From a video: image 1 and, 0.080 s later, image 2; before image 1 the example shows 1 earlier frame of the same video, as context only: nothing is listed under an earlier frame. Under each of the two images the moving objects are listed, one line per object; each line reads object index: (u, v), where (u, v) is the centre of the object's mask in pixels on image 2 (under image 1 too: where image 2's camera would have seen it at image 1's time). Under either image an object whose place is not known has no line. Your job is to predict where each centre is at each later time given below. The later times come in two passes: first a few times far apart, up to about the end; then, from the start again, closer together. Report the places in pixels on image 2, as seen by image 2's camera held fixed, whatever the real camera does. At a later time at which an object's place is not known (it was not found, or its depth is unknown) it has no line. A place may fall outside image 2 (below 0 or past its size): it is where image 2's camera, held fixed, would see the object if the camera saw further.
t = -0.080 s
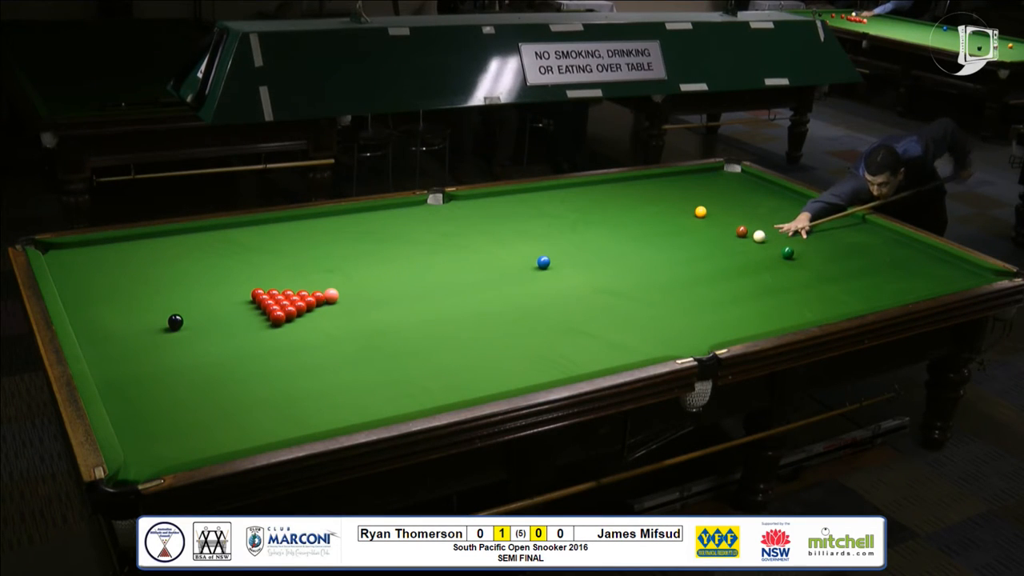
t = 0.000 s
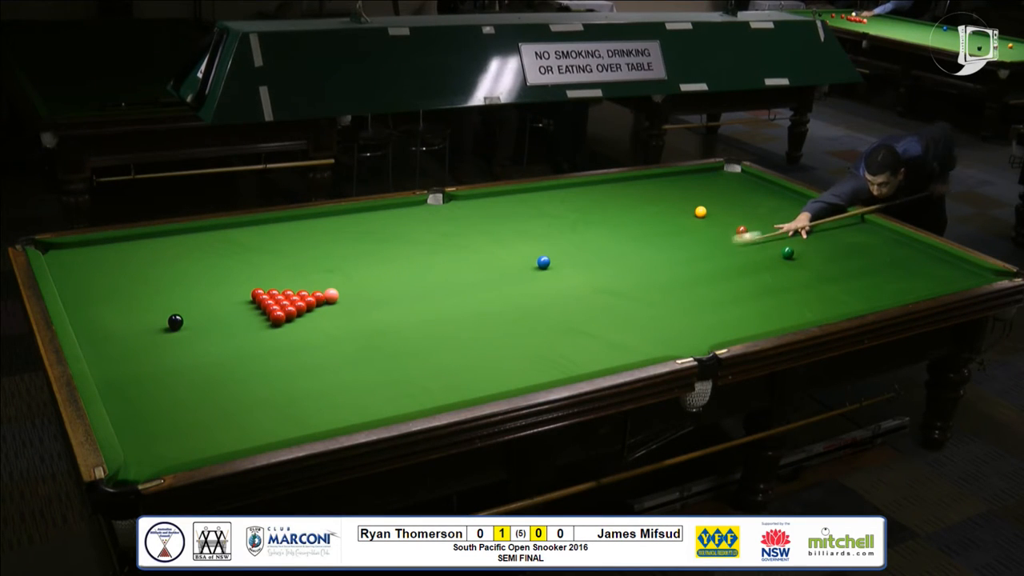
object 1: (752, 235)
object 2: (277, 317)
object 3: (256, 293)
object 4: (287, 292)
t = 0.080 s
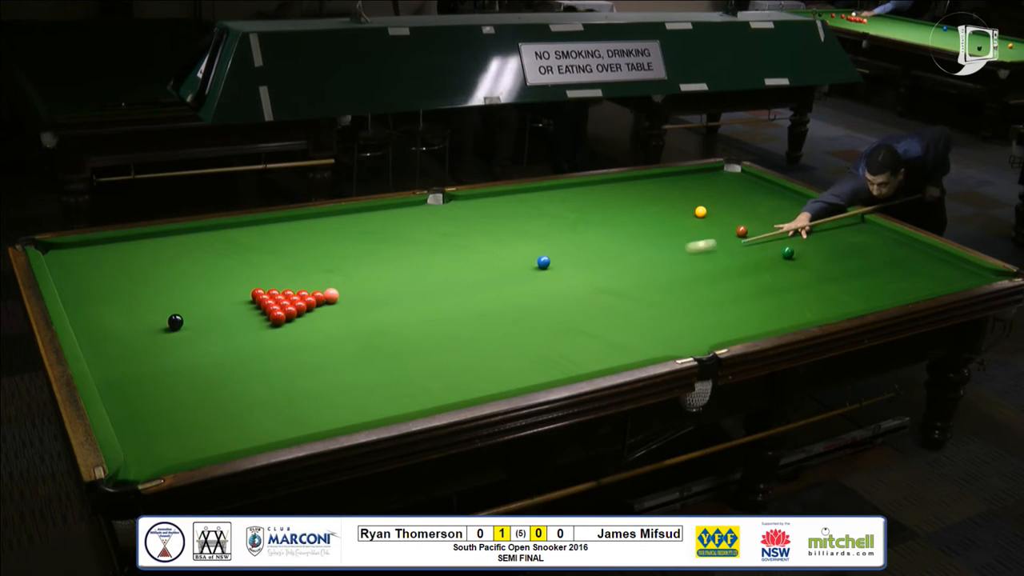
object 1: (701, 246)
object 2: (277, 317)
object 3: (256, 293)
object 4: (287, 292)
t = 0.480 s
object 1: (480, 286)
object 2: (277, 317)
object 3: (256, 293)
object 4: (287, 293)
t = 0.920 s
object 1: (260, 339)
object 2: (263, 319)
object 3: (253, 290)
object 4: (288, 292)
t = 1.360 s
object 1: (168, 423)
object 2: (213, 331)
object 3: (239, 273)
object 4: (293, 287)
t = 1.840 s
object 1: (325, 392)
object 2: (163, 342)
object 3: (225, 257)
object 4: (295, 281)
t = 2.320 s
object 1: (411, 325)
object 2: (116, 354)
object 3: (213, 244)
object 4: (296, 276)
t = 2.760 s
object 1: (471, 279)
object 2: (101, 358)
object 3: (205, 234)
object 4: (295, 274)
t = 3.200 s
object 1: (518, 243)
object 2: (123, 354)
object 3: (203, 231)
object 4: (295, 274)
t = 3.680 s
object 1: (559, 213)
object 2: (139, 351)
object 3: (208, 235)
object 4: (295, 274)
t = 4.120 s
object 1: (589, 191)
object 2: (148, 349)
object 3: (210, 238)
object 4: (295, 274)
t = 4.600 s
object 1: (631, 182)
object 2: (151, 348)
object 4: (295, 274)
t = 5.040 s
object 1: (676, 184)
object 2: (151, 348)
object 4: (295, 274)
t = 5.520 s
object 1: (719, 186)
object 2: (151, 348)
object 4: (295, 274)
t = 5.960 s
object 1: (754, 188)
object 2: (151, 348)
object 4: (295, 274)
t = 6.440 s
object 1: (787, 189)
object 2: (151, 348)
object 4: (295, 274)
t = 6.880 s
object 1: (784, 193)
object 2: (151, 348)
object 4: (295, 274)
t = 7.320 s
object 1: (780, 196)
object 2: (151, 348)
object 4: (295, 274)
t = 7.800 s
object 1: (777, 199)
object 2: (151, 348)
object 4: (295, 274)
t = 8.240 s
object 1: (775, 201)
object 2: (151, 348)
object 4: (295, 274)
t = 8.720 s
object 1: (774, 202)
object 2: (151, 348)
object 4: (295, 274)
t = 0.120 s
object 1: (678, 250)
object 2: (277, 317)
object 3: (256, 293)
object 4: (287, 293)
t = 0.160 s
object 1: (655, 254)
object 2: (277, 317)
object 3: (256, 293)
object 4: (287, 293)
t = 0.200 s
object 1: (633, 258)
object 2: (277, 317)
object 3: (256, 293)
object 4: (287, 292)
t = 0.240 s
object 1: (610, 262)
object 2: (277, 317)
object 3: (256, 293)
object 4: (287, 293)
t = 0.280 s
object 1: (587, 266)
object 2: (277, 317)
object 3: (256, 293)
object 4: (287, 293)
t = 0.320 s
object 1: (565, 270)
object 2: (277, 317)
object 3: (256, 293)
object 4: (287, 293)
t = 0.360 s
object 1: (543, 274)
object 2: (277, 317)
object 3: (256, 293)
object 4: (287, 293)
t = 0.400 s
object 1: (521, 278)
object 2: (277, 317)
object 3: (256, 293)
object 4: (287, 293)
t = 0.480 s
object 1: (480, 286)
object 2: (277, 317)
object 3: (256, 293)
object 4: (287, 293)
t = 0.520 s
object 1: (460, 289)
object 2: (277, 317)
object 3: (256, 293)
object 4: (287, 293)
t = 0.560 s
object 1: (439, 293)
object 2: (277, 317)
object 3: (256, 293)
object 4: (287, 292)
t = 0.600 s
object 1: (418, 297)
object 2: (277, 317)
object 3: (256, 293)
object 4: (287, 292)
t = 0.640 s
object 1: (397, 301)
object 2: (277, 317)
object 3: (256, 293)
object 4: (287, 293)
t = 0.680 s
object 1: (374, 306)
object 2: (277, 317)
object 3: (256, 293)
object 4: (287, 293)
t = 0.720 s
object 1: (352, 310)
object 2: (277, 317)
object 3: (256, 293)
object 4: (287, 293)
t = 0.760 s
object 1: (331, 314)
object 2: (277, 317)
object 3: (256, 293)
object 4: (287, 293)
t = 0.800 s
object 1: (308, 319)
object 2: (277, 317)
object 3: (256, 293)
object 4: (287, 292)
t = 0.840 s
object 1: (287, 324)
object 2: (274, 316)
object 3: (256, 293)
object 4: (288, 292)
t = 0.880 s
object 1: (274, 331)
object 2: (268, 317)
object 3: (255, 291)
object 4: (288, 292)
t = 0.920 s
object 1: (260, 339)
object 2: (263, 319)
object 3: (253, 290)
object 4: (288, 292)
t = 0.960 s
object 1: (245, 347)
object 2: (259, 320)
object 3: (252, 289)
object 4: (289, 291)
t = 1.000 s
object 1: (229, 355)
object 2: (254, 322)
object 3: (251, 287)
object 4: (289, 291)
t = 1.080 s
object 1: (196, 372)
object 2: (245, 324)
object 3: (248, 284)
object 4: (290, 290)
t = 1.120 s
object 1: (177, 381)
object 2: (240, 325)
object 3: (247, 282)
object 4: (291, 289)
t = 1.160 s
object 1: (160, 389)
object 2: (236, 326)
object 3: (245, 280)
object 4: (291, 289)
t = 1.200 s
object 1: (142, 398)
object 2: (231, 327)
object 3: (244, 279)
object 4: (292, 288)
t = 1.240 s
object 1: (123, 408)
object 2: (227, 328)
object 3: (242, 277)
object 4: (292, 288)
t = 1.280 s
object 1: (125, 415)
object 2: (222, 329)
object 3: (241, 276)
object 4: (292, 287)
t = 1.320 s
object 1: (147, 419)
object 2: (218, 330)
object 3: (240, 274)
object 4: (293, 287)
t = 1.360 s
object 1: (168, 423)
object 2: (213, 331)
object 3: (239, 273)
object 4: (293, 287)
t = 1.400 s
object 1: (186, 427)
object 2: (209, 332)
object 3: (237, 271)
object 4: (293, 286)
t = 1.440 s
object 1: (205, 430)
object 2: (205, 333)
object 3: (236, 270)
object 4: (294, 286)
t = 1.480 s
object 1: (222, 436)
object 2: (200, 334)
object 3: (235, 268)
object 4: (294, 285)
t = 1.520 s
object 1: (240, 438)
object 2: (196, 335)
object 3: (234, 267)
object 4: (294, 284)
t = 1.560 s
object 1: (259, 438)
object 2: (192, 336)
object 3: (232, 265)
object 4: (294, 284)
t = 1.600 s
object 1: (271, 432)
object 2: (188, 337)
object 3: (231, 264)
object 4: (295, 283)
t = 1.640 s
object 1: (280, 427)
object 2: (184, 338)
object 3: (230, 263)
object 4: (295, 283)
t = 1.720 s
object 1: (298, 414)
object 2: (175, 340)
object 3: (228, 260)
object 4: (295, 282)
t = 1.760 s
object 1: (308, 405)
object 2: (171, 341)
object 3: (227, 259)
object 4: (295, 282)
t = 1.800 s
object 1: (317, 398)
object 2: (167, 342)
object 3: (226, 258)
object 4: (295, 281)
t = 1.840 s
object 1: (325, 392)
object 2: (163, 342)
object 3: (225, 257)
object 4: (295, 281)
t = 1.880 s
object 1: (334, 385)
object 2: (159, 344)
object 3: (224, 256)
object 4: (295, 280)
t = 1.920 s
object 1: (342, 380)
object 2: (155, 344)
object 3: (223, 254)
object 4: (296, 280)
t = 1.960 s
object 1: (349, 373)
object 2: (151, 345)
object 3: (222, 253)
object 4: (295, 280)
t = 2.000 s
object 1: (357, 368)
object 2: (147, 346)
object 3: (220, 252)
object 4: (296, 279)
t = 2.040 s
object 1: (365, 362)
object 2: (143, 347)
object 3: (220, 251)
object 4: (296, 279)
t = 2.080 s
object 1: (372, 356)
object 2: (139, 348)
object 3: (219, 250)
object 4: (296, 279)
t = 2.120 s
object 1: (378, 351)
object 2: (135, 349)
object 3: (218, 249)
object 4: (296, 278)
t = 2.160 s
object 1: (386, 345)
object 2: (131, 350)
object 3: (217, 248)
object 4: (295, 278)
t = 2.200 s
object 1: (393, 340)
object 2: (128, 351)
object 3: (216, 246)
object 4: (296, 276)
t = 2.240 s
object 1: (399, 336)
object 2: (124, 352)
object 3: (215, 246)
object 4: (296, 276)
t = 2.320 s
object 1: (411, 325)
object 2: (116, 354)
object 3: (213, 244)
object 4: (296, 276)
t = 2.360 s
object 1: (418, 321)
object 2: (113, 354)
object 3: (212, 243)
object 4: (296, 275)
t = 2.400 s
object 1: (423, 316)
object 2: (109, 355)
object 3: (212, 242)
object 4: (295, 275)
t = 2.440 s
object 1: (429, 311)
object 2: (106, 356)
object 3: (211, 241)
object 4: (296, 275)
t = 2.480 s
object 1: (435, 307)
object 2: (102, 357)
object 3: (210, 240)
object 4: (296, 275)
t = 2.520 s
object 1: (441, 303)
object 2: (99, 358)
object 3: (209, 239)
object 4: (296, 275)
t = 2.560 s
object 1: (446, 299)
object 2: (95, 359)
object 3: (209, 238)
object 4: (296, 275)
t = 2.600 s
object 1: (451, 295)
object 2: (93, 359)
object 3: (208, 237)
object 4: (295, 274)
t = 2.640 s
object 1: (456, 290)
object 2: (95, 359)
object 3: (207, 236)
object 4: (295, 274)
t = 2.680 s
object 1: (461, 287)
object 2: (97, 359)
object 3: (206, 235)
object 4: (295, 274)
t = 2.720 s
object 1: (466, 283)
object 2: (99, 358)
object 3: (206, 234)
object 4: (295, 274)
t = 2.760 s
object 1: (471, 279)
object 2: (101, 358)
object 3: (205, 234)
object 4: (295, 274)
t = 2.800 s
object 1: (476, 276)
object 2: (104, 357)
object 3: (205, 233)
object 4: (295, 274)
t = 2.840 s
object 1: (481, 272)
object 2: (106, 357)
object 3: (204, 232)
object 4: (295, 274)
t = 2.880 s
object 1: (485, 268)
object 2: (108, 357)
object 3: (203, 231)
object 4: (295, 274)
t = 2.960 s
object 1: (494, 262)
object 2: (112, 356)
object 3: (202, 230)
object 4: (295, 274)
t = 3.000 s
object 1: (498, 258)
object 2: (114, 356)
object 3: (202, 229)
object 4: (295, 274)
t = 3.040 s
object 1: (502, 255)
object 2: (116, 355)
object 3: (202, 230)
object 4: (295, 274)
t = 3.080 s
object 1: (506, 252)
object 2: (118, 355)
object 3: (202, 230)
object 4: (295, 274)
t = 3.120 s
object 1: (510, 249)
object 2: (119, 355)
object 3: (203, 230)
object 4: (295, 274)
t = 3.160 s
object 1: (514, 246)
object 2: (121, 354)
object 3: (203, 231)
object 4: (295, 274)
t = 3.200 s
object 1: (518, 243)
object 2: (123, 354)
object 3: (203, 231)
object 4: (295, 274)
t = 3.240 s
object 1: (522, 240)
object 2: (125, 354)
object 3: (204, 232)
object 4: (295, 274)
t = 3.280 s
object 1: (526, 238)
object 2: (126, 353)
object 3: (204, 232)
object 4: (295, 274)
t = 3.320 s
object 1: (530, 235)
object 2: (128, 353)
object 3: (204, 232)
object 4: (295, 274)
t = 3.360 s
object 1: (533, 232)
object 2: (129, 353)
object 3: (205, 233)
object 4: (295, 274)
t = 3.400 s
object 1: (536, 230)
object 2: (131, 353)
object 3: (205, 233)
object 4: (295, 274)
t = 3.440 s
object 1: (540, 227)
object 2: (132, 353)
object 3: (206, 233)
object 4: (295, 274)
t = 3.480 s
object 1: (543, 225)
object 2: (133, 352)
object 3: (206, 234)
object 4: (295, 274)
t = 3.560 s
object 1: (550, 220)
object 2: (136, 352)
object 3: (207, 234)
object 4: (295, 274)
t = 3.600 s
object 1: (553, 218)
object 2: (137, 352)
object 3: (207, 235)
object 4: (295, 274)
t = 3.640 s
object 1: (556, 215)
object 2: (138, 351)
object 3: (207, 235)
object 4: (295, 274)
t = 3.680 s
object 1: (559, 213)
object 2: (139, 351)
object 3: (208, 235)
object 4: (295, 274)
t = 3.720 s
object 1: (562, 211)
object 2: (140, 351)
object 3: (208, 235)
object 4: (295, 274)
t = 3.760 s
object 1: (565, 209)
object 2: (142, 351)
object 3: (208, 236)
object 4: (295, 274)
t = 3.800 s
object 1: (568, 207)
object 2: (142, 350)
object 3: (208, 236)
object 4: (295, 274)
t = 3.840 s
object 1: (571, 205)
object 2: (143, 350)
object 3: (209, 236)
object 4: (295, 274)
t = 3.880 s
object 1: (573, 203)
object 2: (144, 350)
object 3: (209, 237)
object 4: (295, 274)
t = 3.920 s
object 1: (576, 200)
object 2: (145, 350)
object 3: (209, 237)
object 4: (295, 274)
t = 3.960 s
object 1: (579, 198)
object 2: (146, 349)
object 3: (209, 237)
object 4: (295, 274)
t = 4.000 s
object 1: (581, 197)
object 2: (146, 349)
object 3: (210, 237)
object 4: (295, 274)
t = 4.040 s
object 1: (584, 195)
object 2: (147, 349)
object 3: (210, 237)
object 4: (295, 274)
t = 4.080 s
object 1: (587, 193)
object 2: (148, 349)
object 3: (210, 238)
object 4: (295, 274)
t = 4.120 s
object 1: (589, 191)
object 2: (148, 349)
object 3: (210, 238)
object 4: (295, 274)
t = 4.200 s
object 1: (594, 187)
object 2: (149, 349)
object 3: (211, 238)
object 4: (295, 274)
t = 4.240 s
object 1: (596, 186)
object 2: (149, 349)
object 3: (211, 238)
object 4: (295, 274)
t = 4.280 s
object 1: (599, 184)
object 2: (150, 349)
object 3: (211, 238)
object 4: (295, 274)
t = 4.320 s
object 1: (601, 182)
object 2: (150, 349)
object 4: (295, 274)
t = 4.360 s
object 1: (604, 181)
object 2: (150, 349)
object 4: (295, 274)
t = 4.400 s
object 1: (608, 181)
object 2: (151, 348)
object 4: (295, 274)
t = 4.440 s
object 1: (613, 181)
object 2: (151, 348)
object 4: (295, 274)
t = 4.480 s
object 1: (618, 182)
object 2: (151, 348)
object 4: (295, 274)
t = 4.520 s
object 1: (622, 182)
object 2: (151, 348)
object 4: (295, 274)
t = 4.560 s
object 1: (626, 182)
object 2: (151, 348)
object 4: (295, 274)
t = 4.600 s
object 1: (631, 182)
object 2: (151, 348)
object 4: (295, 274)
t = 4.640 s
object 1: (635, 183)
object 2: (151, 348)
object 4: (295, 274)
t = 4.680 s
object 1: (639, 183)
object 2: (151, 348)
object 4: (295, 274)
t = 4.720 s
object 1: (644, 183)
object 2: (151, 348)
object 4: (295, 274)
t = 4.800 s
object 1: (652, 183)
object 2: (151, 348)
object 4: (295, 274)
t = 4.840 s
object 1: (656, 183)
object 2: (151, 348)
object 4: (295, 274)
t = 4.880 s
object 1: (660, 184)
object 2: (151, 348)
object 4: (295, 274)
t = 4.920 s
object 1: (664, 184)
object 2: (151, 348)
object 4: (295, 274)
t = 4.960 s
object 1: (668, 184)
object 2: (151, 348)
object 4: (295, 274)
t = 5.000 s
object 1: (672, 184)
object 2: (151, 348)
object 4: (295, 274)
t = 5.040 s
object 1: (676, 184)
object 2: (151, 348)
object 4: (295, 274)
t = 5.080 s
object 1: (680, 184)
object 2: (151, 348)
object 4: (295, 274)
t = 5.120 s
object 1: (684, 185)
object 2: (151, 348)
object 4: (295, 274)
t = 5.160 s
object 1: (687, 185)
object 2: (151, 348)
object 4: (295, 274)
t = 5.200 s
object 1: (691, 185)
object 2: (151, 348)
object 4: (295, 274)
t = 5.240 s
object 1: (695, 185)
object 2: (151, 348)
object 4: (295, 274)
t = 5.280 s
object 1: (698, 185)
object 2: (151, 348)
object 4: (295, 274)
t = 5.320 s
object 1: (701, 185)
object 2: (151, 348)
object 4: (295, 274)
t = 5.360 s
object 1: (705, 186)
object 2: (151, 348)
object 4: (295, 274)
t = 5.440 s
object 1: (712, 186)
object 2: (151, 348)
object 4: (295, 274)
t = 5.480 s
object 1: (715, 186)
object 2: (151, 348)
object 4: (295, 274)
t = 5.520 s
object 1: (719, 186)
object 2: (151, 348)
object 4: (295, 274)
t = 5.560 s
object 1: (722, 186)
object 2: (151, 348)
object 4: (295, 274)
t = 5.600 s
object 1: (726, 186)
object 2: (151, 348)
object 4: (295, 274)
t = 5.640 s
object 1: (729, 187)
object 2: (151, 348)
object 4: (295, 274)
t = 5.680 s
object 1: (732, 187)
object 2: (151, 348)
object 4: (295, 274)
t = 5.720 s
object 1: (735, 187)
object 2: (151, 348)
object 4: (295, 274)
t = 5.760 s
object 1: (739, 187)
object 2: (151, 348)
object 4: (295, 274)
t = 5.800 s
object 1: (742, 187)
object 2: (151, 348)
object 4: (295, 274)
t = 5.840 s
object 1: (745, 188)
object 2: (151, 348)
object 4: (295, 274)
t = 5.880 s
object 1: (748, 188)
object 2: (151, 348)
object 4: (295, 274)
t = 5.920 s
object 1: (751, 188)
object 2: (151, 348)
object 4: (295, 274)
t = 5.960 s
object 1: (754, 188)
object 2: (151, 348)
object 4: (295, 274)
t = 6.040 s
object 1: (760, 188)
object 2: (151, 348)
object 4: (295, 274)
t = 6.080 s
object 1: (763, 188)
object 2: (151, 348)
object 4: (295, 274)
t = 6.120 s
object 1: (766, 188)
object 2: (151, 348)
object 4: (295, 274)
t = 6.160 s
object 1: (768, 188)
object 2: (151, 348)
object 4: (295, 274)
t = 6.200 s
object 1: (771, 189)
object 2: (151, 348)
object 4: (295, 274)
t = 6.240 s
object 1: (774, 189)
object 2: (151, 348)
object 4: (295, 274)
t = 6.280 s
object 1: (777, 189)
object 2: (151, 348)
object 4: (295, 274)
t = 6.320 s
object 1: (780, 189)
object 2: (151, 348)
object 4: (295, 274)
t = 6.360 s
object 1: (782, 189)
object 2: (151, 348)
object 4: (295, 274)
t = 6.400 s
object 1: (785, 189)
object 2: (151, 348)
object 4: (295, 274)
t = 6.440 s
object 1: (787, 189)
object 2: (151, 348)
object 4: (295, 274)
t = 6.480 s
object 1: (788, 190)
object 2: (151, 348)
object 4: (295, 274)
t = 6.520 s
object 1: (788, 190)
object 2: (151, 348)
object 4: (295, 274)
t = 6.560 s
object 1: (788, 190)
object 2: (151, 348)
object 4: (295, 274)
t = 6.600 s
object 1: (787, 191)
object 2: (151, 348)
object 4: (295, 274)
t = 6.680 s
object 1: (787, 191)
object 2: (151, 348)
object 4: (295, 274)
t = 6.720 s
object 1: (786, 192)
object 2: (151, 348)
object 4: (295, 274)
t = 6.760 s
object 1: (786, 192)
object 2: (151, 348)
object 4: (295, 274)
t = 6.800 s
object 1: (785, 192)
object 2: (151, 348)
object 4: (295, 274)
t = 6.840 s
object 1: (785, 193)
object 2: (151, 348)
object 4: (295, 274)
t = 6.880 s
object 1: (784, 193)
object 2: (151, 348)
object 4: (295, 274)
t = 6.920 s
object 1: (784, 193)
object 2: (151, 348)
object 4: (295, 274)
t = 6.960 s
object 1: (783, 194)
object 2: (151, 348)
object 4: (295, 274)
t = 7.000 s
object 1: (783, 194)
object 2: (151, 348)
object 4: (295, 274)
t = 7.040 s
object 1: (783, 194)
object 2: (151, 348)
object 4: (295, 274)
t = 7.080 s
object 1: (782, 195)
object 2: (151, 348)
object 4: (295, 274)
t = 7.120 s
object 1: (782, 195)
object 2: (151, 348)
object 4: (295, 274)
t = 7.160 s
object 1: (782, 195)
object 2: (151, 348)
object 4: (295, 274)
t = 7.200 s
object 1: (781, 196)
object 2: (151, 348)
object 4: (295, 274)
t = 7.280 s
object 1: (781, 196)
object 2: (151, 348)
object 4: (295, 274)
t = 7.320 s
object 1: (780, 196)
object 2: (151, 348)
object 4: (295, 274)
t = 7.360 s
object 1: (780, 197)
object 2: (151, 348)
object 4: (295, 274)
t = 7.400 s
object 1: (780, 197)
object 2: (151, 348)
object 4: (295, 274)
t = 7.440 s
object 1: (779, 197)
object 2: (151, 348)
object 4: (295, 274)
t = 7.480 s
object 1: (779, 198)
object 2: (151, 348)
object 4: (295, 274)
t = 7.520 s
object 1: (779, 198)
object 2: (151, 348)
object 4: (295, 274)
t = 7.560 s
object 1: (778, 198)
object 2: (151, 348)
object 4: (295, 274)
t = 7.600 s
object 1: (778, 198)
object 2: (151, 348)
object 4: (295, 274)
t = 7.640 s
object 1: (778, 199)
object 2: (151, 348)
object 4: (295, 274)
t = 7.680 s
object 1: (777, 199)
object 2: (151, 348)
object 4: (295, 274)
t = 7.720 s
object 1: (777, 199)
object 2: (151, 348)
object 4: (295, 274)
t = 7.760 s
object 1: (777, 199)
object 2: (151, 348)
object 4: (295, 274)
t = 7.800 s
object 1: (777, 199)
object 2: (151, 348)
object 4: (295, 274)
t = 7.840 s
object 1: (776, 200)
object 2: (151, 348)
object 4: (295, 274)
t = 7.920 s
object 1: (776, 200)
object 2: (151, 348)
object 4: (295, 274)
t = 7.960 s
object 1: (776, 200)
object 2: (151, 348)
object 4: (295, 274)
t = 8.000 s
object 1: (776, 200)
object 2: (151, 348)
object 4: (295, 274)
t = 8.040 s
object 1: (776, 201)
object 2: (151, 348)
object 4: (295, 274)
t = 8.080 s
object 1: (776, 201)
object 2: (151, 348)
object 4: (295, 274)
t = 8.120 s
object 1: (775, 201)
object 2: (151, 348)
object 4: (295, 274)
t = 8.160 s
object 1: (775, 201)
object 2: (151, 348)
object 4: (295, 274)
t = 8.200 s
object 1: (775, 201)
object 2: (151, 348)
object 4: (295, 274)
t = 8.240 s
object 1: (775, 201)
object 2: (151, 348)
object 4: (295, 274)
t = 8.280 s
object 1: (775, 201)
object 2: (151, 348)
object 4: (295, 274)
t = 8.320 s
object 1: (775, 201)
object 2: (151, 348)
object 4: (295, 274)
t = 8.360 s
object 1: (775, 202)
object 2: (151, 348)
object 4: (295, 274)
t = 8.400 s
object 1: (775, 202)
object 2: (151, 348)
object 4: (295, 274)
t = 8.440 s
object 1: (775, 202)
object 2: (151, 348)
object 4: (295, 274)
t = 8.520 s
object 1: (775, 202)
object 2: (151, 348)
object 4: (295, 274)
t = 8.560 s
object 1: (775, 202)
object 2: (151, 348)
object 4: (295, 274)
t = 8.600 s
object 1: (774, 202)
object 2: (151, 348)
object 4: (295, 274)
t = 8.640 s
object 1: (774, 202)
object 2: (151, 348)
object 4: (295, 274)
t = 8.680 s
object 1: (774, 202)
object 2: (151, 348)
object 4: (295, 274)
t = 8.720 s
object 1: (774, 202)
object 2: (151, 348)
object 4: (295, 274)
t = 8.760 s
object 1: (774, 202)
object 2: (151, 348)
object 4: (295, 274)
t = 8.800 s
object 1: (774, 202)
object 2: (151, 348)
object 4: (295, 274)
